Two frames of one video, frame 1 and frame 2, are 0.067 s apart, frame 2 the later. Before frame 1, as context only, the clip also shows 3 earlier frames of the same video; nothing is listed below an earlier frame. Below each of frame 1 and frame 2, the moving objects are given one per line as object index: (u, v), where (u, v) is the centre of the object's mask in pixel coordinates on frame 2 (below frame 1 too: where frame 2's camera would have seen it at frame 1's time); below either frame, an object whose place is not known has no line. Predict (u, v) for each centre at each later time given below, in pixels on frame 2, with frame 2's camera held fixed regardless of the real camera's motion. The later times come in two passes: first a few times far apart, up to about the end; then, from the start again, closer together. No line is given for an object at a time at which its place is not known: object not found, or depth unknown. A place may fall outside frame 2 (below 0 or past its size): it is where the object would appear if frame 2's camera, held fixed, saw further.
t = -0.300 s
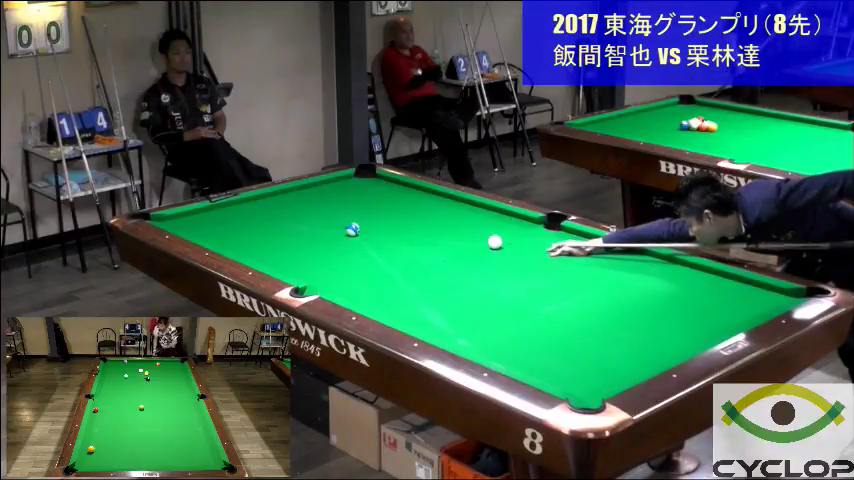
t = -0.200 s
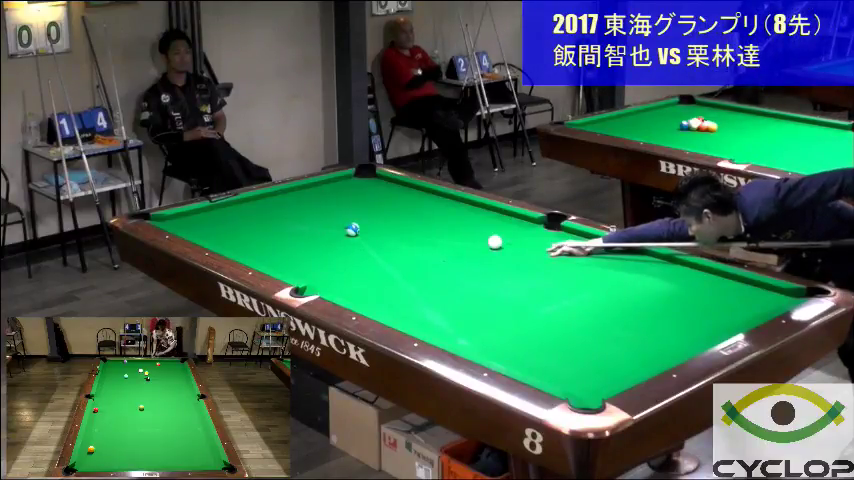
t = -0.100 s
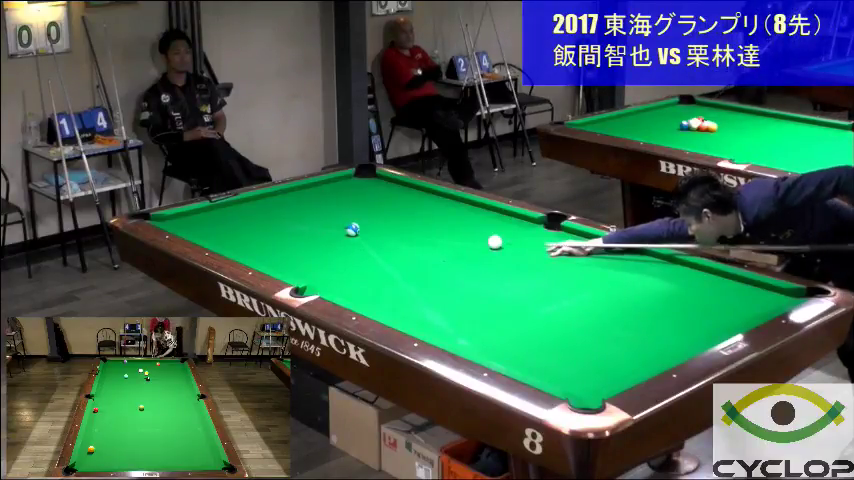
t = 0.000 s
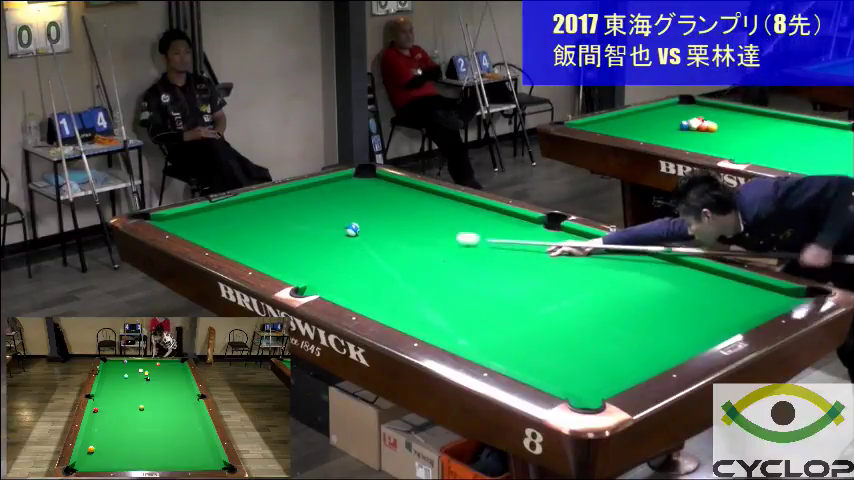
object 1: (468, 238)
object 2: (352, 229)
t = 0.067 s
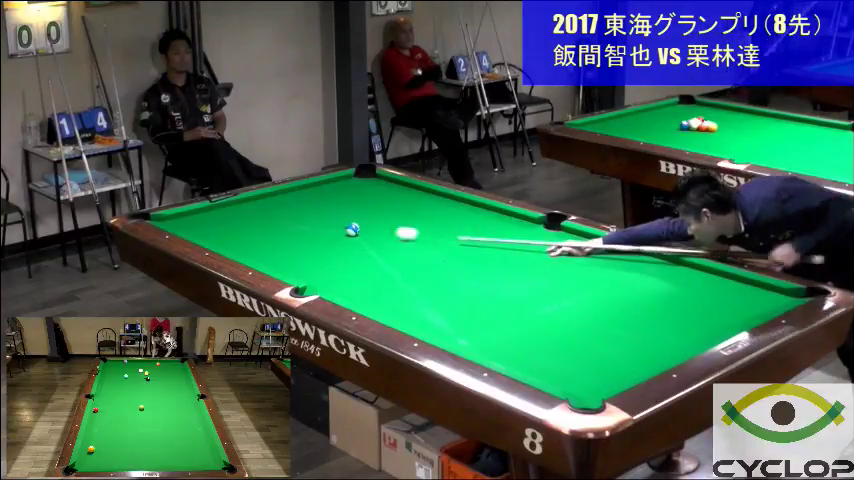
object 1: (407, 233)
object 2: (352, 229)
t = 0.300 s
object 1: (358, 224)
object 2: (218, 221)
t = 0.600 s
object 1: (334, 216)
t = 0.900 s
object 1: (312, 209)
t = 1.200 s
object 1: (292, 203)
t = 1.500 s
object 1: (274, 197)
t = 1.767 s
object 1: (270, 196)
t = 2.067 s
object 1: (280, 199)
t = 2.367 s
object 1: (288, 202)
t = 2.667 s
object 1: (296, 205)
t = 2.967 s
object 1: (303, 207)
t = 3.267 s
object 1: (309, 209)
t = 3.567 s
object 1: (315, 211)
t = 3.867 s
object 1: (320, 213)
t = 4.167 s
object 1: (324, 214)
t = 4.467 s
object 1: (328, 215)
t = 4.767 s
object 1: (330, 215)
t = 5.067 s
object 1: (330, 216)
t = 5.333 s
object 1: (331, 216)
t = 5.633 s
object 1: (331, 216)
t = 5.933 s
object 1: (331, 216)
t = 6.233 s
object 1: (331, 216)
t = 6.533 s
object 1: (331, 216)
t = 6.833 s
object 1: (331, 216)
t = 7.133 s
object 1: (331, 216)
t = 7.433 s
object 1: (331, 216)
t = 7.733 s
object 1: (331, 216)
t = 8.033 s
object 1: (331, 216)
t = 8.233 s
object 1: (331, 216)
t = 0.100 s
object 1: (378, 230)
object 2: (352, 229)
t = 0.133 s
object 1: (365, 229)
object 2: (338, 228)
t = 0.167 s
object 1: (365, 228)
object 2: (312, 226)
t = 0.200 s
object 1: (364, 227)
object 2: (287, 225)
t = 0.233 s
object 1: (362, 226)
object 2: (263, 225)
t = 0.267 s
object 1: (360, 225)
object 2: (240, 223)
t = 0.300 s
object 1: (358, 224)
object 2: (218, 221)
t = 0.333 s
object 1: (355, 223)
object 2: (197, 219)
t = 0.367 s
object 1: (352, 222)
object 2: (175, 218)
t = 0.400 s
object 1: (349, 221)
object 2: (157, 216)
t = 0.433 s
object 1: (347, 221)
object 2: (141, 217)
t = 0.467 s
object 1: (344, 220)
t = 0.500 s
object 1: (342, 219)
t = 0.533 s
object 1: (339, 218)
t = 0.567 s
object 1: (336, 217)
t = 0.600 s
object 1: (334, 216)
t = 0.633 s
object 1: (331, 216)
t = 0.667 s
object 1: (329, 215)
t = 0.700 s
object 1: (326, 214)
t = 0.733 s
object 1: (324, 213)
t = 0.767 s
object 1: (321, 213)
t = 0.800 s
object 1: (319, 212)
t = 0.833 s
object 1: (316, 211)
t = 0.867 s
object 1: (314, 210)
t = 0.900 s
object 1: (312, 209)
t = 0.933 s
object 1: (309, 209)
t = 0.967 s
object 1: (307, 208)
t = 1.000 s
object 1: (305, 207)
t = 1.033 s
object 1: (303, 207)
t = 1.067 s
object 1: (300, 206)
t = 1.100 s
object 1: (298, 205)
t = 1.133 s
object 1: (296, 204)
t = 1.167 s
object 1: (294, 204)
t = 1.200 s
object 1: (292, 203)
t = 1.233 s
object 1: (290, 202)
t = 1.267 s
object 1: (287, 202)
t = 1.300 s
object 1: (286, 201)
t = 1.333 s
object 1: (284, 200)
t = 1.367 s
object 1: (282, 200)
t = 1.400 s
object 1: (280, 199)
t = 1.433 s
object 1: (278, 198)
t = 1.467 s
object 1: (275, 198)
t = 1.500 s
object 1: (274, 197)
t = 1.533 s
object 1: (271, 197)
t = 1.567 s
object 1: (270, 196)
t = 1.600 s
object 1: (268, 195)
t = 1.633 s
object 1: (266, 195)
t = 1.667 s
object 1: (267, 195)
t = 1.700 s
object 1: (268, 195)
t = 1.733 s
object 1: (269, 196)
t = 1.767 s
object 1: (270, 196)
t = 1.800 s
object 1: (271, 197)
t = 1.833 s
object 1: (272, 197)
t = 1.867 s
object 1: (273, 197)
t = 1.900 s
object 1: (274, 198)
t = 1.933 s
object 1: (275, 198)
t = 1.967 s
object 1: (276, 198)
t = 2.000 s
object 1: (278, 199)
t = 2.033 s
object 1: (279, 199)
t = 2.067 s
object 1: (280, 199)
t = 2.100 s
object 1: (280, 200)
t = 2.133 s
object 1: (281, 200)
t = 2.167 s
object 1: (282, 200)
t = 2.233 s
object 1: (284, 201)
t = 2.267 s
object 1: (285, 201)
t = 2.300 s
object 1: (286, 202)
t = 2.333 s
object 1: (287, 202)
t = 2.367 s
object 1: (288, 202)
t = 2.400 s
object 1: (289, 202)
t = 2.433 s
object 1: (290, 203)
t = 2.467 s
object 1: (291, 203)
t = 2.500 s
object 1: (292, 203)
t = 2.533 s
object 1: (293, 204)
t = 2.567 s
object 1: (294, 204)
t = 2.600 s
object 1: (294, 204)
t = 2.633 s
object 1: (295, 205)
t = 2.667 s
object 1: (296, 205)
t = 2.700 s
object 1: (297, 205)
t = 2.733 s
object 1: (298, 205)
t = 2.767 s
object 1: (298, 206)
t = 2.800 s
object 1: (299, 206)
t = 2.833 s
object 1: (300, 206)
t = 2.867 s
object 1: (301, 207)
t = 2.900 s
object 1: (301, 207)
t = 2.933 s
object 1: (302, 207)
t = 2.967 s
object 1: (303, 207)
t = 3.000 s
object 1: (304, 208)
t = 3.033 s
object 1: (305, 208)
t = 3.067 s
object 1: (305, 208)
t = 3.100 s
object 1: (306, 208)
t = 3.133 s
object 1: (307, 209)
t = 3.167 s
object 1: (307, 209)
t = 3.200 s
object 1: (308, 209)
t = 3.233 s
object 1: (309, 209)
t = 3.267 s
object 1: (309, 209)
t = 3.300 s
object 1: (310, 210)
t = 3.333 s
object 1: (311, 210)
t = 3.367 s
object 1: (311, 210)
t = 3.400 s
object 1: (312, 210)
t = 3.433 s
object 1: (313, 210)
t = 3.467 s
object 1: (313, 211)
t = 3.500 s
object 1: (314, 211)
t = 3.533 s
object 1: (314, 211)
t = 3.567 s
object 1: (315, 211)
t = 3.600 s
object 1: (315, 211)
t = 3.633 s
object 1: (316, 212)
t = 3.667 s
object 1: (317, 212)
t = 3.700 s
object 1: (317, 212)
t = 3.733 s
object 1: (318, 212)
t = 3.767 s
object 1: (319, 212)
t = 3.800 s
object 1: (319, 213)
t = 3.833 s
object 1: (320, 213)
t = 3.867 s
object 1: (320, 213)
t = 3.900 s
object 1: (321, 213)
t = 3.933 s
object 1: (321, 213)
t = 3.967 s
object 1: (321, 213)
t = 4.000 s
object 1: (322, 213)
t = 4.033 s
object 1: (323, 213)
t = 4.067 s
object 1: (323, 214)
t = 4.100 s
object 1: (323, 214)
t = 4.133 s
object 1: (324, 214)
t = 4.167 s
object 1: (324, 214)
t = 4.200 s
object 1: (325, 214)
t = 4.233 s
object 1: (325, 214)
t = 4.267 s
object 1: (326, 214)
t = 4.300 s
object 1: (326, 214)
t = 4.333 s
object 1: (326, 214)
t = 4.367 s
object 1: (327, 215)
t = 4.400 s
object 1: (327, 215)
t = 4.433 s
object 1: (327, 215)
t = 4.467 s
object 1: (328, 215)
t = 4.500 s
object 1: (328, 215)
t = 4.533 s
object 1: (328, 215)
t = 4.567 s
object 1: (328, 215)
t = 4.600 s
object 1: (329, 215)
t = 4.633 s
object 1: (329, 215)
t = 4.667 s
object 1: (329, 215)
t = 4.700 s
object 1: (329, 215)
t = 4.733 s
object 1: (330, 215)
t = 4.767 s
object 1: (330, 215)
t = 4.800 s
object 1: (330, 216)
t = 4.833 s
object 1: (330, 216)
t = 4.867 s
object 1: (330, 216)
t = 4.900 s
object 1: (330, 216)
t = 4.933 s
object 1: (330, 216)
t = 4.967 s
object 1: (330, 216)
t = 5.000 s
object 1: (330, 216)
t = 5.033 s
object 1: (330, 216)
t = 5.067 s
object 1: (330, 216)
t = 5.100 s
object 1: (330, 216)
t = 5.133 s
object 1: (331, 216)
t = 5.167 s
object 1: (331, 216)
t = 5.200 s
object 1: (331, 216)
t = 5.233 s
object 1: (331, 216)
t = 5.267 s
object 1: (331, 216)
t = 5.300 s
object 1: (331, 216)
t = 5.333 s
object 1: (331, 216)
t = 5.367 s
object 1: (331, 216)
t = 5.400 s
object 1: (331, 216)
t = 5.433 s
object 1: (331, 216)
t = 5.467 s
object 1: (331, 216)
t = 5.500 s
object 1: (331, 216)
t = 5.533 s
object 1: (331, 216)
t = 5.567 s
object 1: (331, 216)
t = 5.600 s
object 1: (331, 216)
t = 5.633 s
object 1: (331, 216)
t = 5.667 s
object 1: (331, 216)
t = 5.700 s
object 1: (331, 216)
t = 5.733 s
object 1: (331, 216)
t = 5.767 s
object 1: (331, 216)
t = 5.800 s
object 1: (331, 216)
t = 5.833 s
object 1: (331, 216)
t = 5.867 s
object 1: (331, 216)
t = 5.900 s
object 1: (331, 216)
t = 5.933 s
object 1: (331, 216)
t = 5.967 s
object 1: (331, 216)
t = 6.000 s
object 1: (331, 216)
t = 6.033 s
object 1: (331, 216)
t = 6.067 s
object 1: (331, 216)
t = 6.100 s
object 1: (331, 216)
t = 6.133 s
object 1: (331, 216)
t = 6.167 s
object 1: (331, 216)
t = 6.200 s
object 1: (331, 216)
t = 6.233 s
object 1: (331, 216)
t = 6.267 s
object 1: (331, 216)
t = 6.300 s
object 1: (331, 216)
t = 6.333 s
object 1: (331, 216)
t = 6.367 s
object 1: (331, 216)
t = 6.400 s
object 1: (331, 216)
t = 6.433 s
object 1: (331, 216)
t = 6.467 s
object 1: (331, 216)
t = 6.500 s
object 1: (331, 216)
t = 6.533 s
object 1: (331, 216)
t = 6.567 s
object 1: (331, 216)
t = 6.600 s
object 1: (331, 216)
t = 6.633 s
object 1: (331, 216)
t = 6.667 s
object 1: (331, 216)
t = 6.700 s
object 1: (331, 216)
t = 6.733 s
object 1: (331, 216)
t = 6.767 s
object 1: (331, 216)
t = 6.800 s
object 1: (331, 216)
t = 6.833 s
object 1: (331, 216)
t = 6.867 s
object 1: (331, 216)
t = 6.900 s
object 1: (331, 216)
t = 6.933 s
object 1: (331, 216)
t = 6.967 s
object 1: (331, 216)
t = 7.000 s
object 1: (331, 216)
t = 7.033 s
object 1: (331, 216)
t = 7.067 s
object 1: (331, 216)
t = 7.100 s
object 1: (331, 216)
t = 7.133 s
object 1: (331, 216)
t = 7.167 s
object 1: (331, 216)
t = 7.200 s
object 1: (331, 216)
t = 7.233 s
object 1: (331, 216)
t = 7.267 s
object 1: (331, 216)
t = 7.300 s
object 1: (331, 216)
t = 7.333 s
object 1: (331, 216)
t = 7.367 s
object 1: (331, 216)
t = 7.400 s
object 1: (331, 216)
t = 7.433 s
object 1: (331, 216)
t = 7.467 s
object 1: (331, 216)
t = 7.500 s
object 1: (331, 216)
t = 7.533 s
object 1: (331, 216)
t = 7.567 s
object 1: (331, 216)
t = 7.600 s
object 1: (331, 216)
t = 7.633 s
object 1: (331, 216)
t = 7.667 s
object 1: (331, 216)
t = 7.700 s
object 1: (331, 216)
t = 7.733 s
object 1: (331, 216)
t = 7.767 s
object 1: (331, 216)
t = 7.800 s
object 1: (331, 216)
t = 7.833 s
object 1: (331, 216)
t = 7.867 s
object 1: (331, 216)
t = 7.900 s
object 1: (331, 216)
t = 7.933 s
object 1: (331, 216)
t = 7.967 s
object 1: (331, 216)
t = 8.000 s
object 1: (331, 216)
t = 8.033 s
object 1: (331, 216)
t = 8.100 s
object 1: (331, 216)
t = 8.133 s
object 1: (331, 216)
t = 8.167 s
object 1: (331, 216)
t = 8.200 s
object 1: (331, 216)
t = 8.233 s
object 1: (331, 216)
